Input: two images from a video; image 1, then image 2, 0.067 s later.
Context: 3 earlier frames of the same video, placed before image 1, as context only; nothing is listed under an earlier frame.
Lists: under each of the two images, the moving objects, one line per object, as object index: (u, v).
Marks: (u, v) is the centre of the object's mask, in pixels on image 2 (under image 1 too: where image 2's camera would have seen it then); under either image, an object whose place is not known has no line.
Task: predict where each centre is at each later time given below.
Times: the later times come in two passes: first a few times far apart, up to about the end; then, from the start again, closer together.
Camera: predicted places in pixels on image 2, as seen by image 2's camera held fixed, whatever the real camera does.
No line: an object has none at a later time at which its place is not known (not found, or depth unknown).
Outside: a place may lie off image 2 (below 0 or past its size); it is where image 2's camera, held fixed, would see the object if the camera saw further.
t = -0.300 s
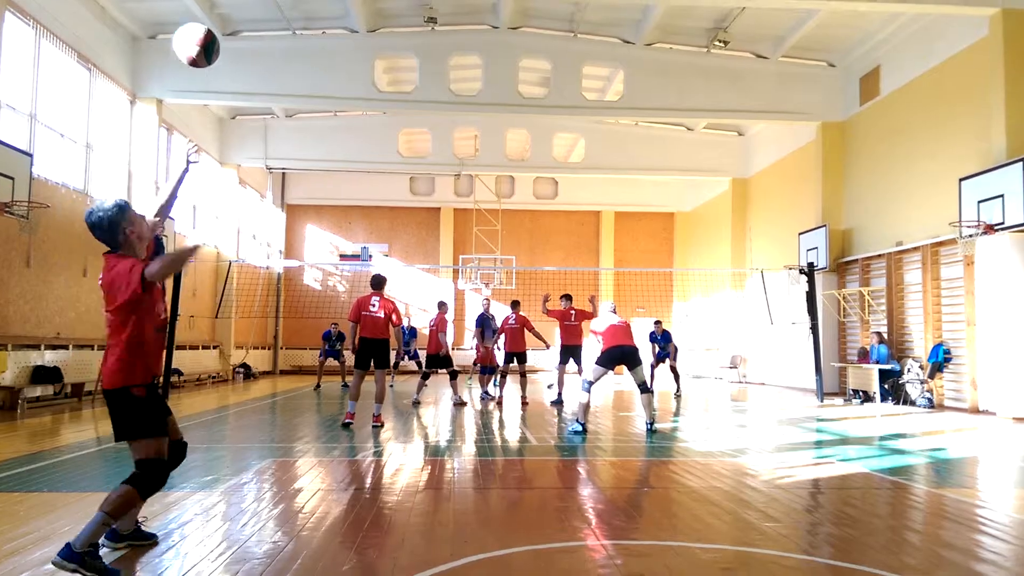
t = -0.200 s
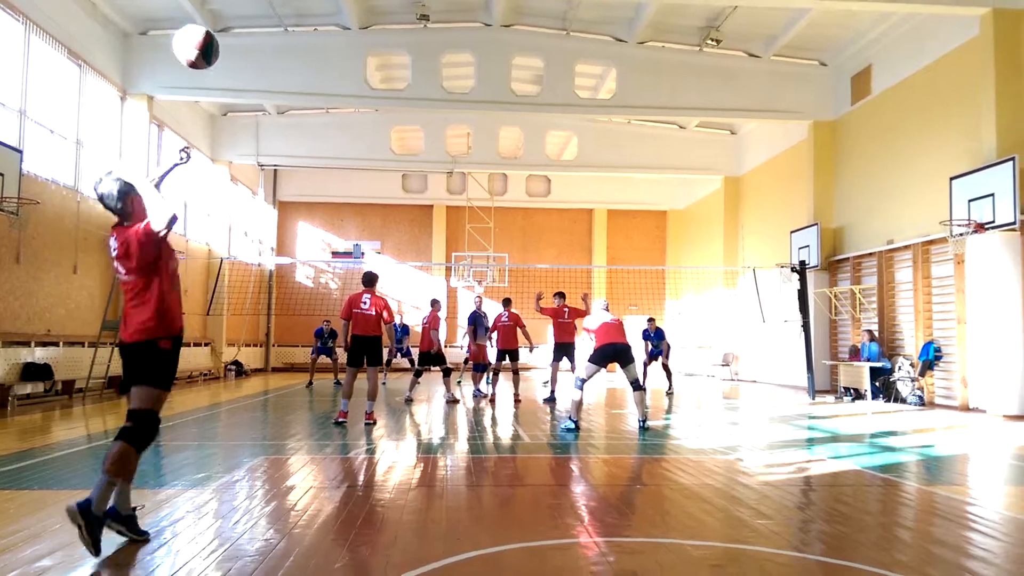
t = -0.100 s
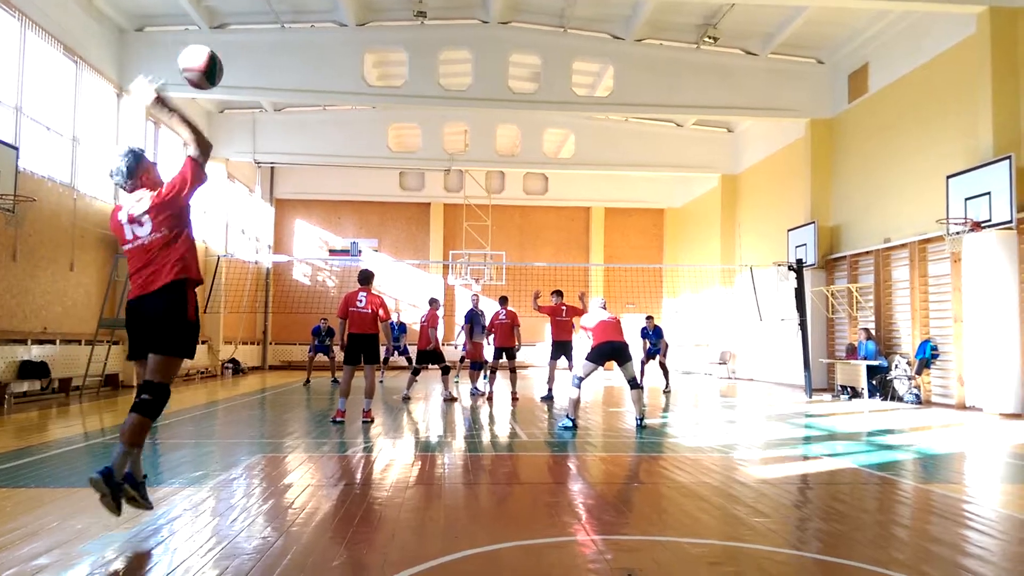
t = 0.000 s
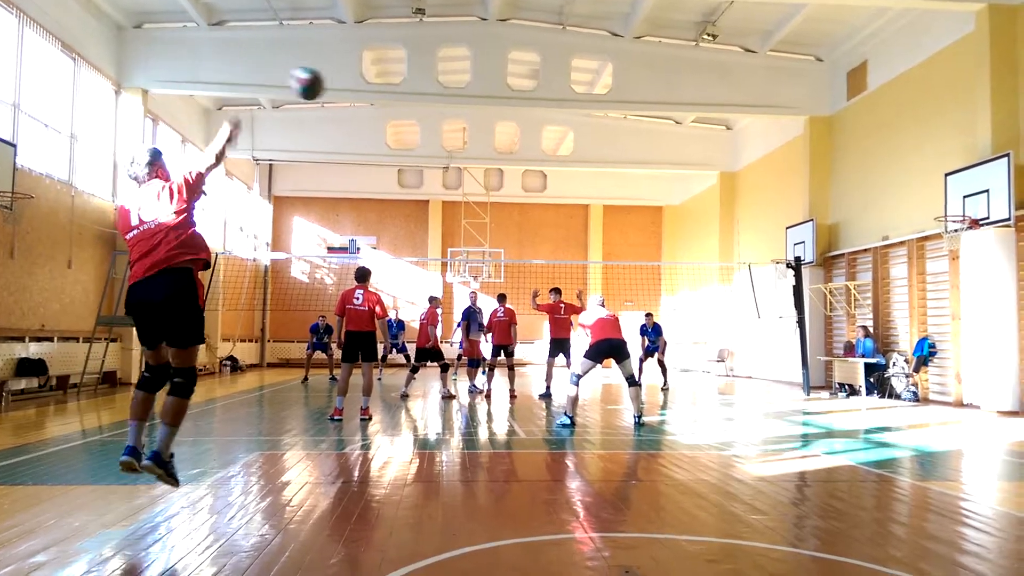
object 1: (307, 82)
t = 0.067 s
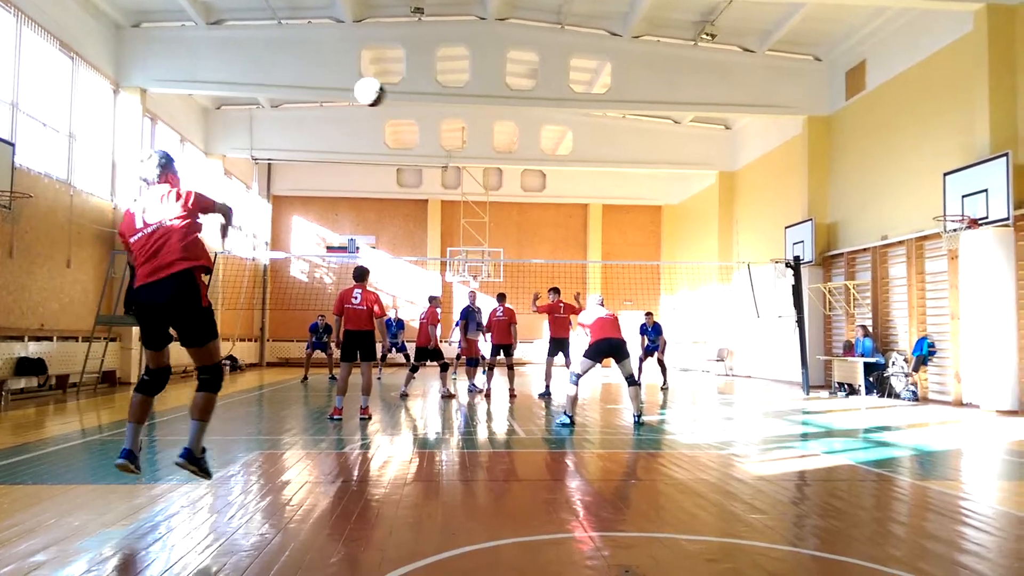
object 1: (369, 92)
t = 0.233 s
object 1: (466, 123)
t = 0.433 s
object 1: (527, 161)
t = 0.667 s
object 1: (567, 209)
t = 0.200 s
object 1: (451, 117)
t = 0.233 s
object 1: (466, 123)
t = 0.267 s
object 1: (478, 130)
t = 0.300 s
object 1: (490, 136)
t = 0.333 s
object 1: (501, 142)
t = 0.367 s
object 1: (510, 148)
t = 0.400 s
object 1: (519, 155)
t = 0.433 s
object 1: (527, 161)
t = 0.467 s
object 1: (534, 168)
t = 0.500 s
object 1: (540, 174)
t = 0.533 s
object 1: (547, 181)
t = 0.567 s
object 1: (552, 187)
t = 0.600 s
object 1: (558, 194)
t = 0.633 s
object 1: (563, 201)
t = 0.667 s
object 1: (567, 209)
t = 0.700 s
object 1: (572, 216)
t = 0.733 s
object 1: (576, 224)
